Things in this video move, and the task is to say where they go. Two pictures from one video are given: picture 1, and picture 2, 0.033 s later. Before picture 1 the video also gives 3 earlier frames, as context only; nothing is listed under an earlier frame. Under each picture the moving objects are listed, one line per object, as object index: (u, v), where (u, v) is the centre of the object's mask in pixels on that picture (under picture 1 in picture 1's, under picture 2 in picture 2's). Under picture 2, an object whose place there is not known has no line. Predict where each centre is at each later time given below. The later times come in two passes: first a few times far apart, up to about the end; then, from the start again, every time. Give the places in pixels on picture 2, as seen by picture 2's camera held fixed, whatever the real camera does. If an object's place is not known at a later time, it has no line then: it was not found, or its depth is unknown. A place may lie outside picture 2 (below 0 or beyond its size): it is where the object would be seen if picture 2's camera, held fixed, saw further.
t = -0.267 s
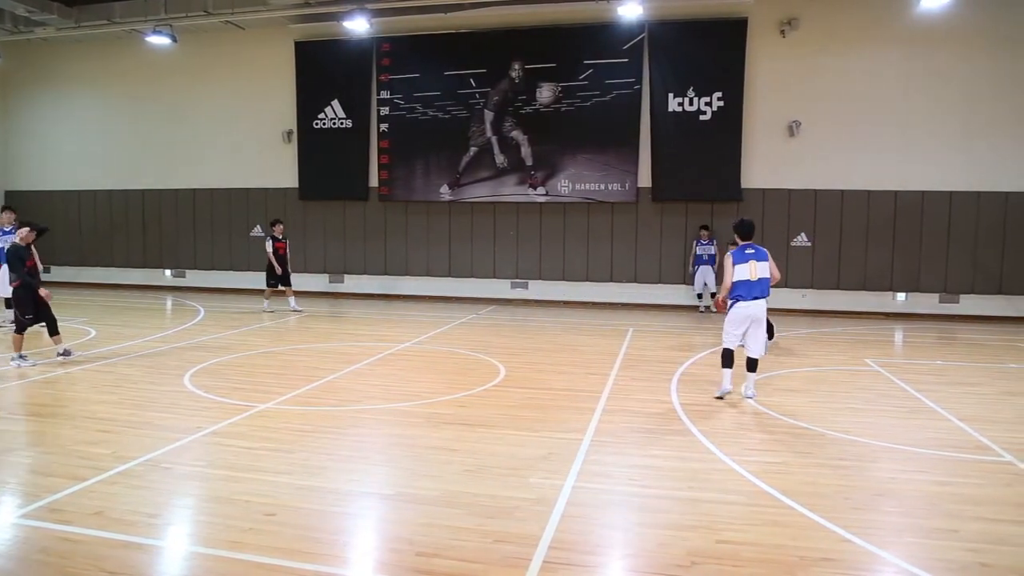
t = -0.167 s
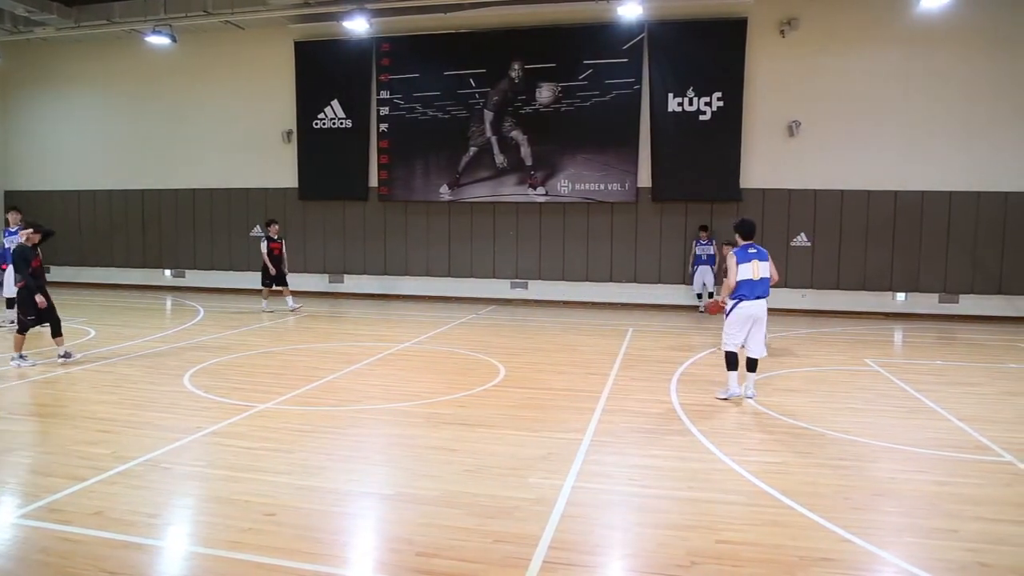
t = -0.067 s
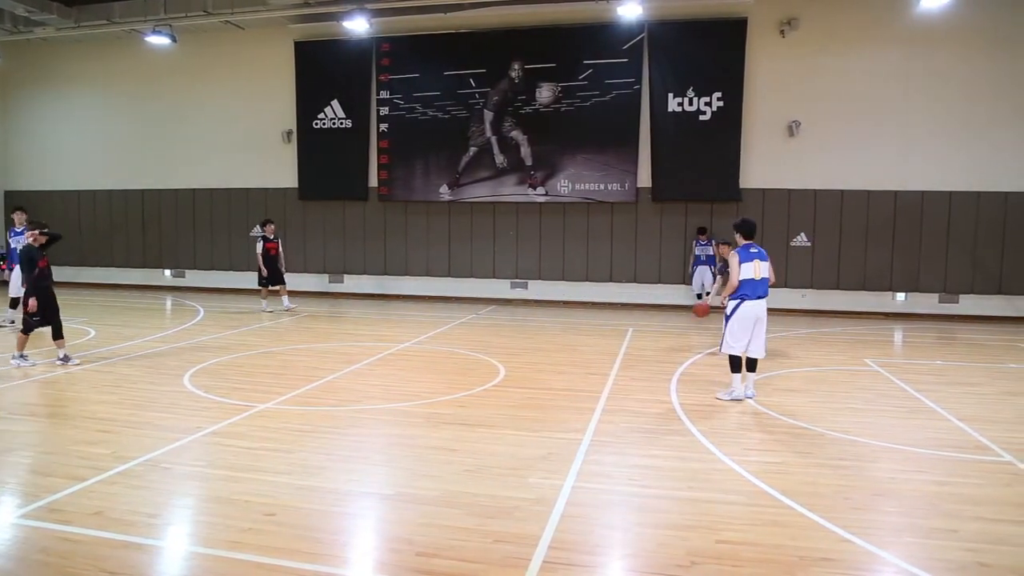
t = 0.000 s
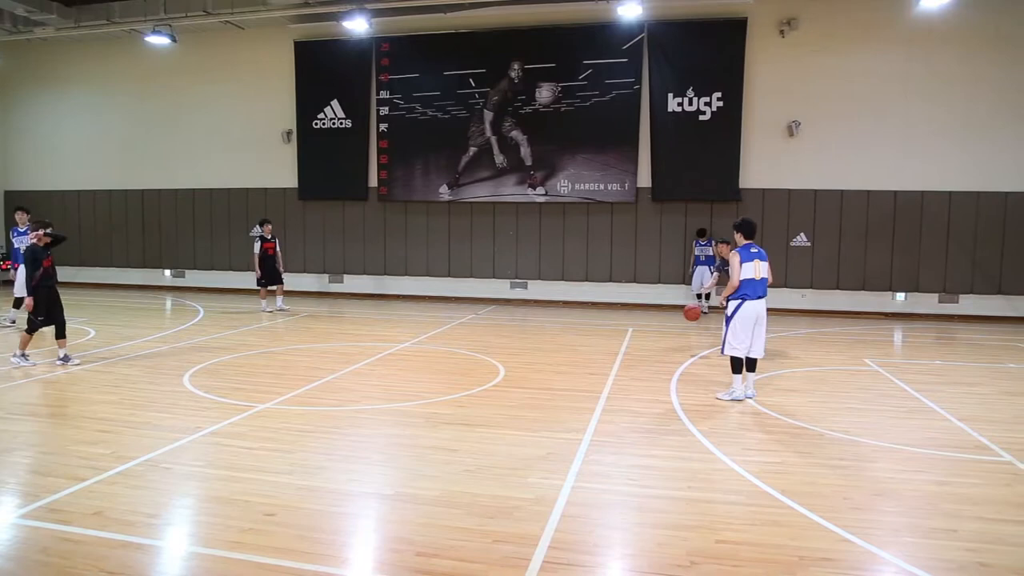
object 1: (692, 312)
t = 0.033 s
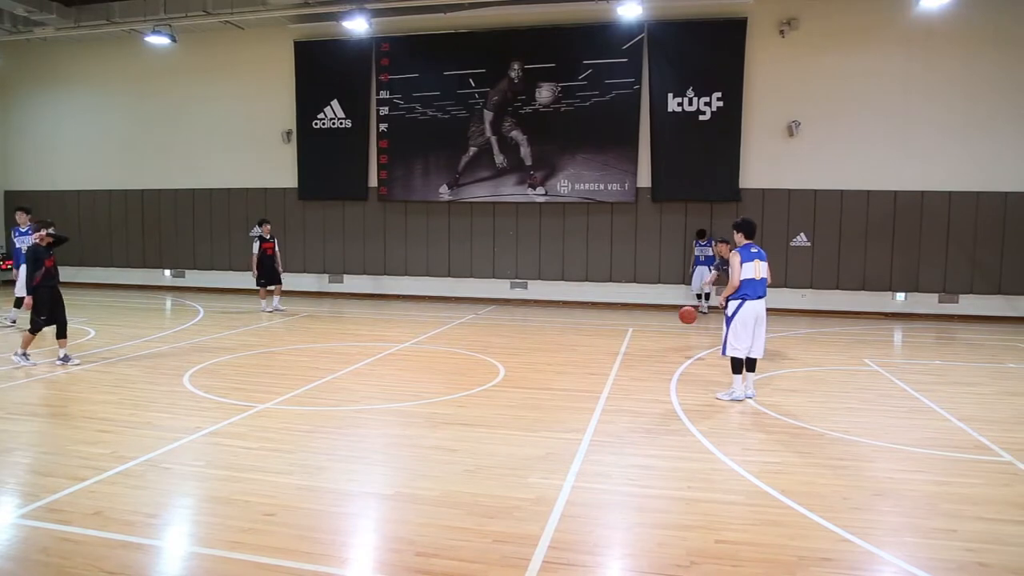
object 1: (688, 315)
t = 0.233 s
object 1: (657, 352)
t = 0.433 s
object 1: (634, 337)
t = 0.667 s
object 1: (603, 354)
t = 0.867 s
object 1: (571, 365)
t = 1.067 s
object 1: (533, 374)
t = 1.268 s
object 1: (490, 392)
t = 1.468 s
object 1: (442, 401)
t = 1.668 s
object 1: (387, 424)
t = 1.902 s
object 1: (310, 455)
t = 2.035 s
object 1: (260, 466)
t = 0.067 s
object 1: (683, 319)
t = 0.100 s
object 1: (679, 324)
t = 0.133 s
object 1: (673, 330)
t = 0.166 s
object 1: (668, 336)
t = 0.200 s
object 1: (663, 343)
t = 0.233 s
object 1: (657, 352)
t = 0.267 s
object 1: (653, 353)
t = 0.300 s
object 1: (650, 348)
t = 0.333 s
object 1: (646, 344)
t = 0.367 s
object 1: (642, 341)
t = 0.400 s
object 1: (639, 338)
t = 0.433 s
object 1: (634, 337)
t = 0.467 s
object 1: (630, 336)
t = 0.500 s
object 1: (626, 337)
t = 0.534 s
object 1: (621, 338)
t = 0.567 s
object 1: (617, 341)
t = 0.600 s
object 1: (612, 344)
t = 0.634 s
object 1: (608, 348)
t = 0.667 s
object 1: (603, 354)
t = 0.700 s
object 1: (597, 361)
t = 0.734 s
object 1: (592, 369)
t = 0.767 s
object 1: (587, 375)
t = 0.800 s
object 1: (582, 371)
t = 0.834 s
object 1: (576, 367)
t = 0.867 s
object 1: (571, 365)
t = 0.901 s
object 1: (565, 363)
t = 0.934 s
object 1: (558, 363)
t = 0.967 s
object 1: (552, 364)
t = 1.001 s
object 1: (546, 366)
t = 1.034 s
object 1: (540, 370)
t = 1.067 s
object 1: (533, 374)
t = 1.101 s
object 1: (526, 379)
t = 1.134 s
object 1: (519, 386)
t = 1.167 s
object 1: (511, 395)
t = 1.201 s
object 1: (504, 398)
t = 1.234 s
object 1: (497, 395)
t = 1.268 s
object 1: (490, 392)
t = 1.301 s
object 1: (482, 390)
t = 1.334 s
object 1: (475, 389)
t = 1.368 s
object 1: (468, 390)
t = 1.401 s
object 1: (459, 393)
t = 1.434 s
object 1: (451, 396)
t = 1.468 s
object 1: (442, 401)
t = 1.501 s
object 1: (434, 408)
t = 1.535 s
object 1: (425, 416)
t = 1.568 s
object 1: (416, 426)
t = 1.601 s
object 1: (407, 426)
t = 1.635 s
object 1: (397, 424)
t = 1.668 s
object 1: (387, 424)
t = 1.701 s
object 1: (377, 426)
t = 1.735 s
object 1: (366, 429)
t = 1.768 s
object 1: (355, 434)
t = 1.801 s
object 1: (345, 439)
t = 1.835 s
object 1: (334, 447)
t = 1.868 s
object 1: (322, 457)
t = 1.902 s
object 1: (310, 455)
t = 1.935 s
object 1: (298, 455)
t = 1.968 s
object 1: (285, 458)
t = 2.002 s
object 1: (273, 461)
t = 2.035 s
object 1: (260, 466)
